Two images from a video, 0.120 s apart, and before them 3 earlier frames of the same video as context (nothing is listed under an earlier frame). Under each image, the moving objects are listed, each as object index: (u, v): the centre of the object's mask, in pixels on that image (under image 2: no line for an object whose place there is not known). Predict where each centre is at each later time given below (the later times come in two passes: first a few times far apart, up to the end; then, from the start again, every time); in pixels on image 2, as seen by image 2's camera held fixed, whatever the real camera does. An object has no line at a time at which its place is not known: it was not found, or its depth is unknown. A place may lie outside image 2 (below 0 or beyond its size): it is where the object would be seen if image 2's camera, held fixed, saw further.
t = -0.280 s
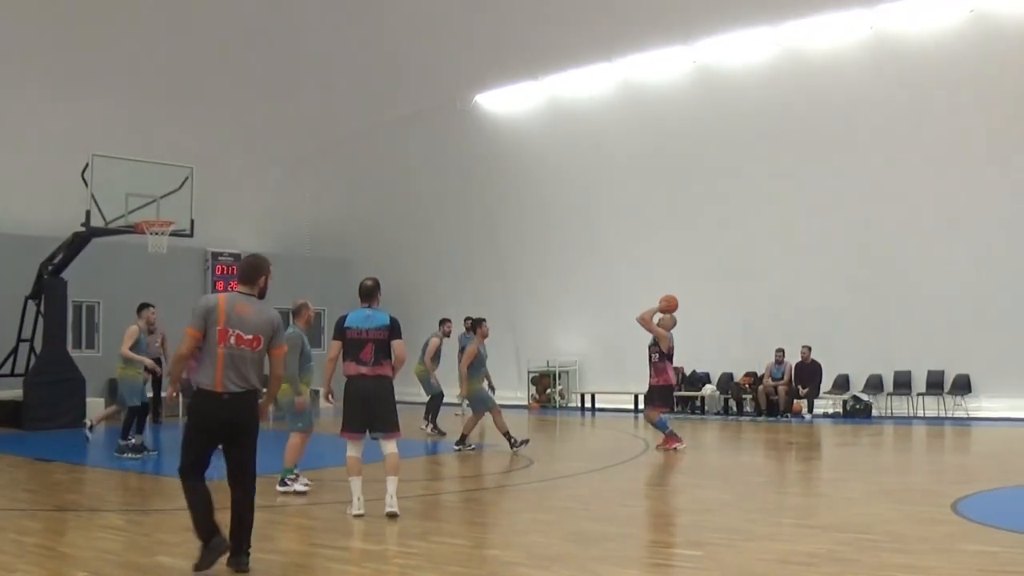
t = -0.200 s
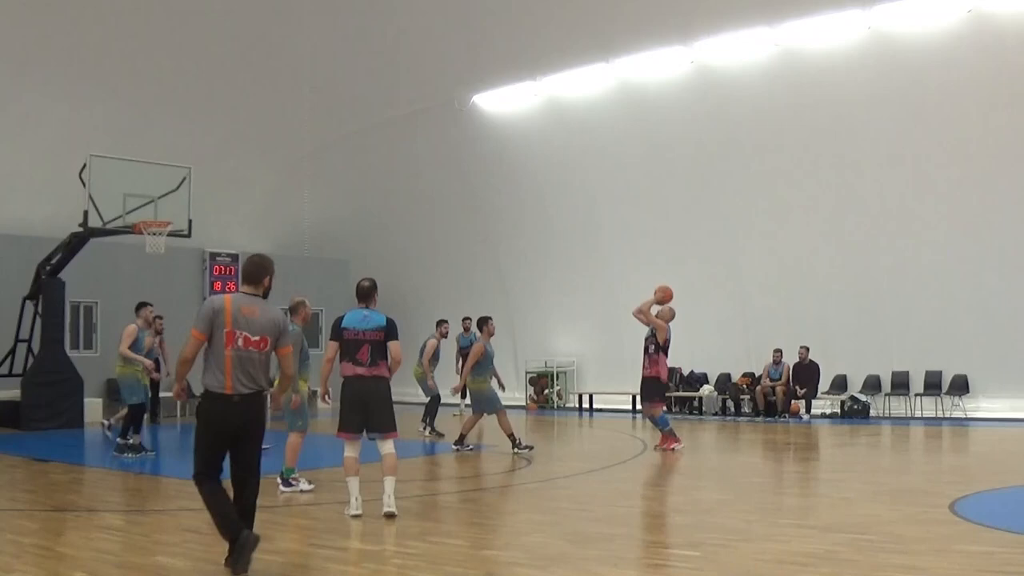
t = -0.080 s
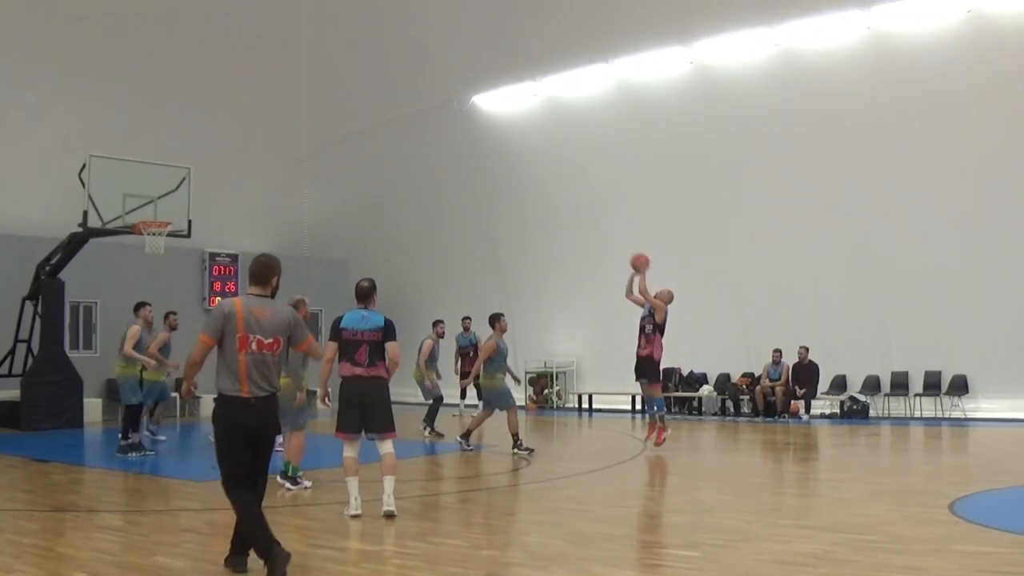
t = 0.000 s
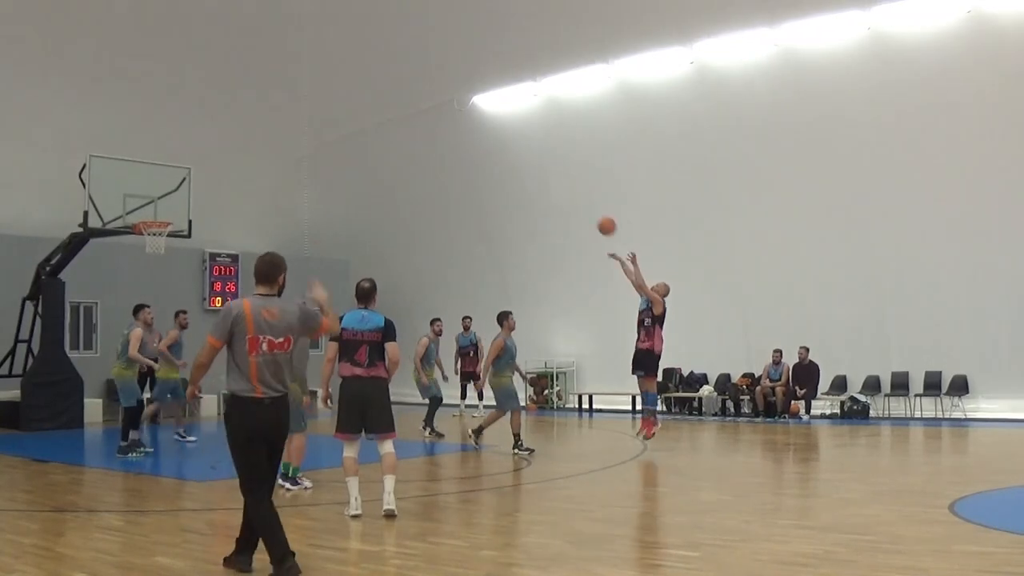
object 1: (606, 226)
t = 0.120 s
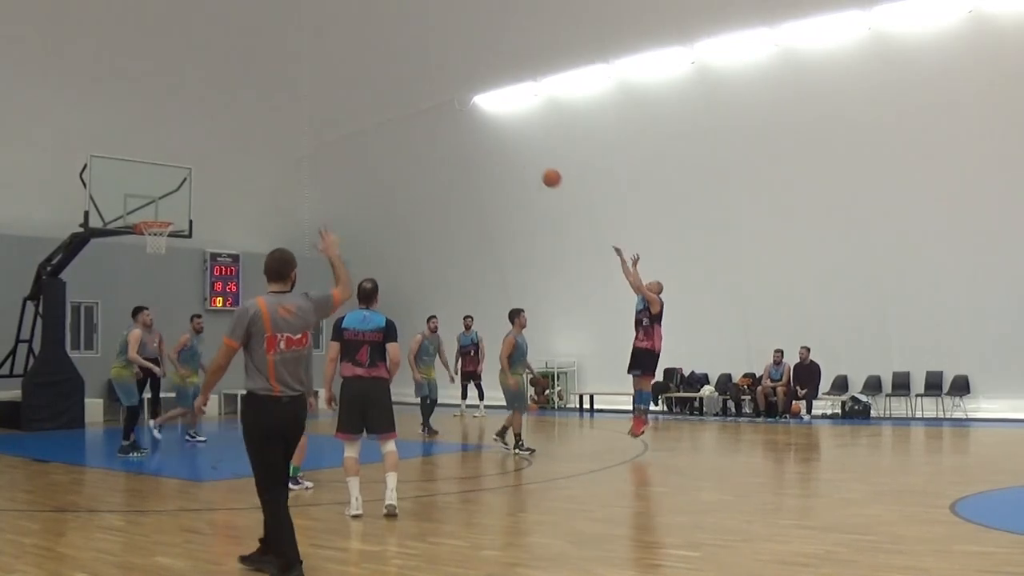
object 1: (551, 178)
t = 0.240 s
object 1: (497, 143)
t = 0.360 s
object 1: (442, 118)
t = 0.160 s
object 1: (533, 165)
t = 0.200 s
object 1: (515, 153)
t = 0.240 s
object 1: (497, 143)
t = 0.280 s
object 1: (479, 134)
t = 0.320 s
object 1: (461, 126)
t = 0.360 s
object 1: (442, 118)
